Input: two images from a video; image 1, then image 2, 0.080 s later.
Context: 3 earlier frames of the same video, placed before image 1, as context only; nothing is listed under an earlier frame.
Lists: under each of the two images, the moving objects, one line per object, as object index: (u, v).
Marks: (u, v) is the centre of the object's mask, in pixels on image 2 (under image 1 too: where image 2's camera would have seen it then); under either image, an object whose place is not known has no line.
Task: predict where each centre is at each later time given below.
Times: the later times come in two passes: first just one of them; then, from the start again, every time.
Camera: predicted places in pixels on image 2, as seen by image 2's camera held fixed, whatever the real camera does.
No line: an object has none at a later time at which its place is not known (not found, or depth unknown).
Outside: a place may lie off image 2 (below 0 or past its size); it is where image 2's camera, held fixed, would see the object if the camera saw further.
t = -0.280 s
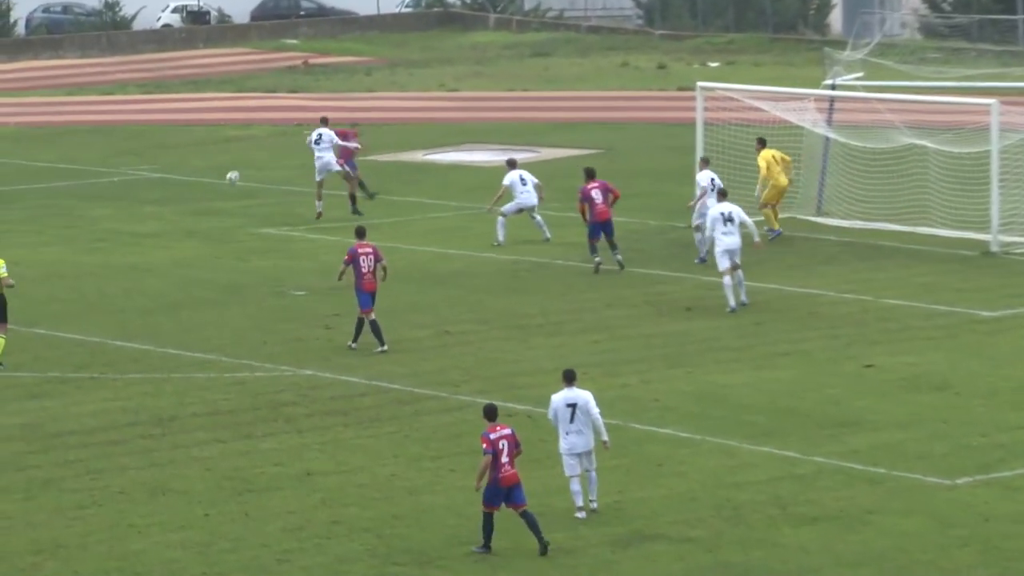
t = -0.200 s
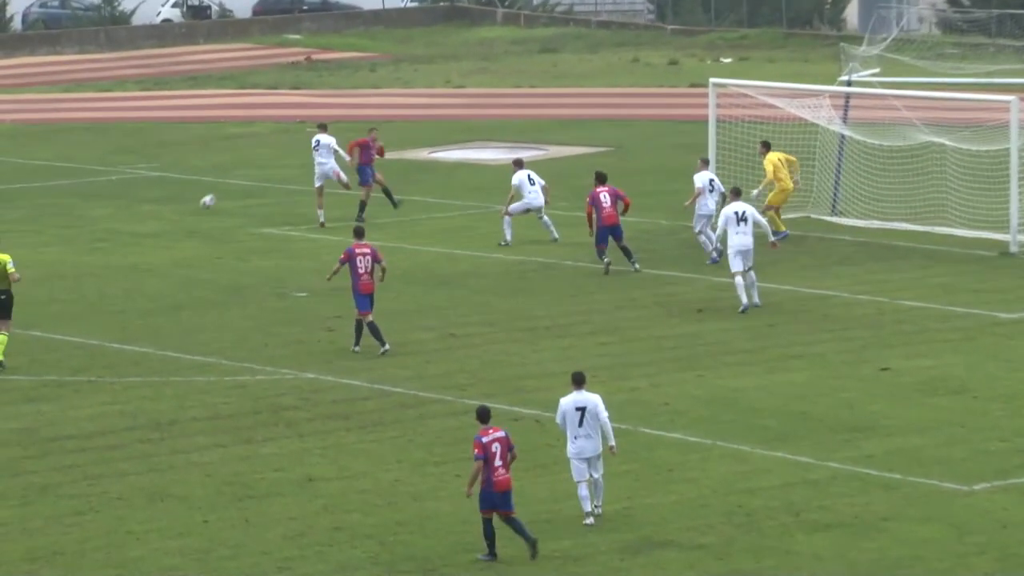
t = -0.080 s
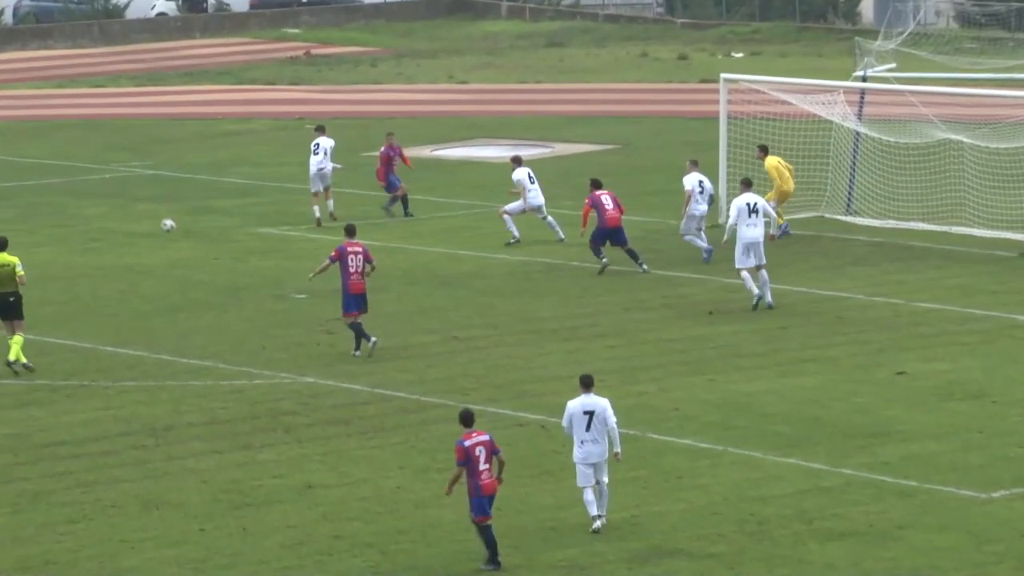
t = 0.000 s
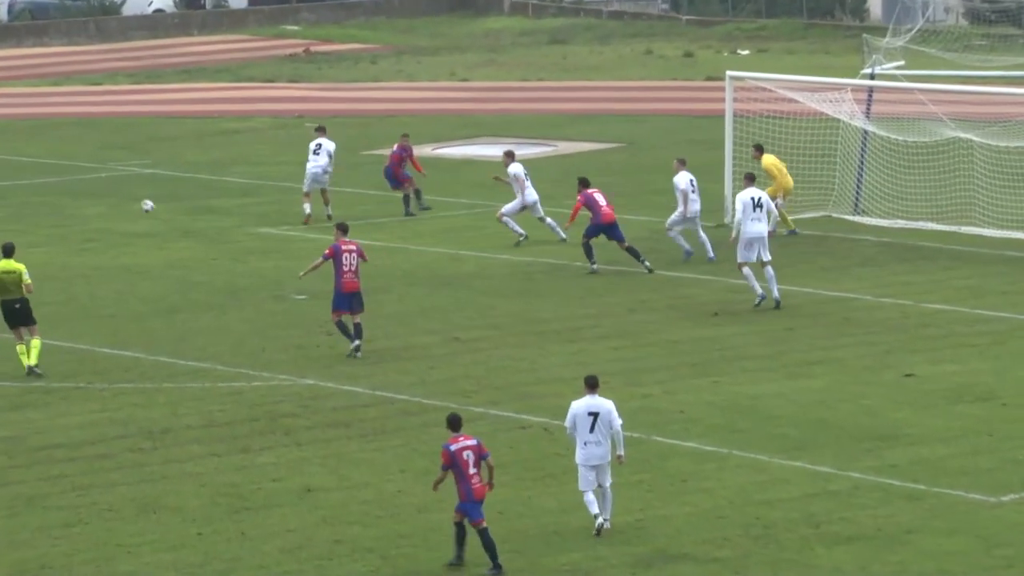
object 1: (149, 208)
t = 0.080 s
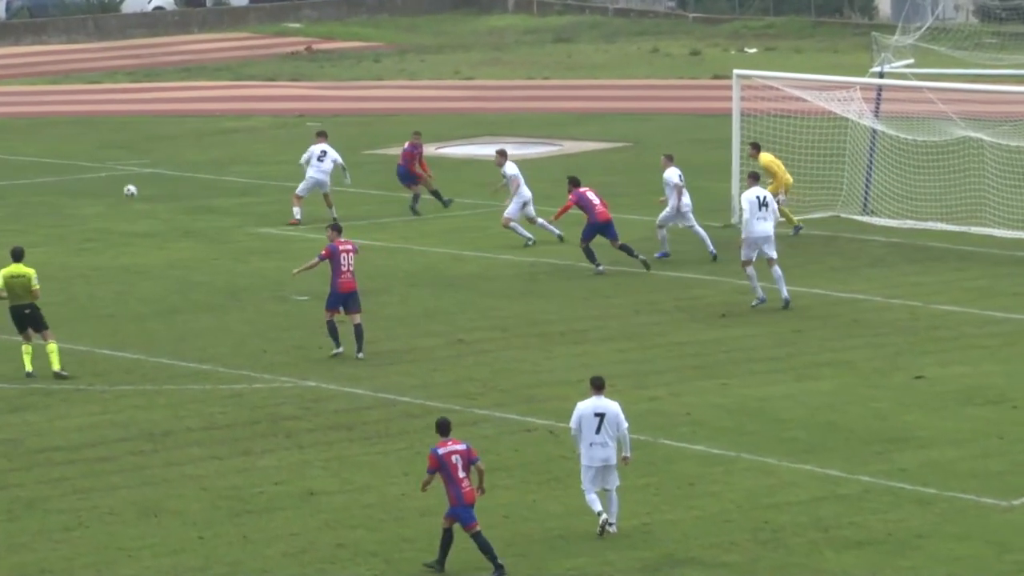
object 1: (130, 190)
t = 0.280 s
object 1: (92, 166)
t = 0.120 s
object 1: (120, 183)
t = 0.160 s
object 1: (114, 176)
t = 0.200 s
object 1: (105, 172)
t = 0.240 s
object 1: (98, 167)
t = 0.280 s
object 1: (92, 166)
